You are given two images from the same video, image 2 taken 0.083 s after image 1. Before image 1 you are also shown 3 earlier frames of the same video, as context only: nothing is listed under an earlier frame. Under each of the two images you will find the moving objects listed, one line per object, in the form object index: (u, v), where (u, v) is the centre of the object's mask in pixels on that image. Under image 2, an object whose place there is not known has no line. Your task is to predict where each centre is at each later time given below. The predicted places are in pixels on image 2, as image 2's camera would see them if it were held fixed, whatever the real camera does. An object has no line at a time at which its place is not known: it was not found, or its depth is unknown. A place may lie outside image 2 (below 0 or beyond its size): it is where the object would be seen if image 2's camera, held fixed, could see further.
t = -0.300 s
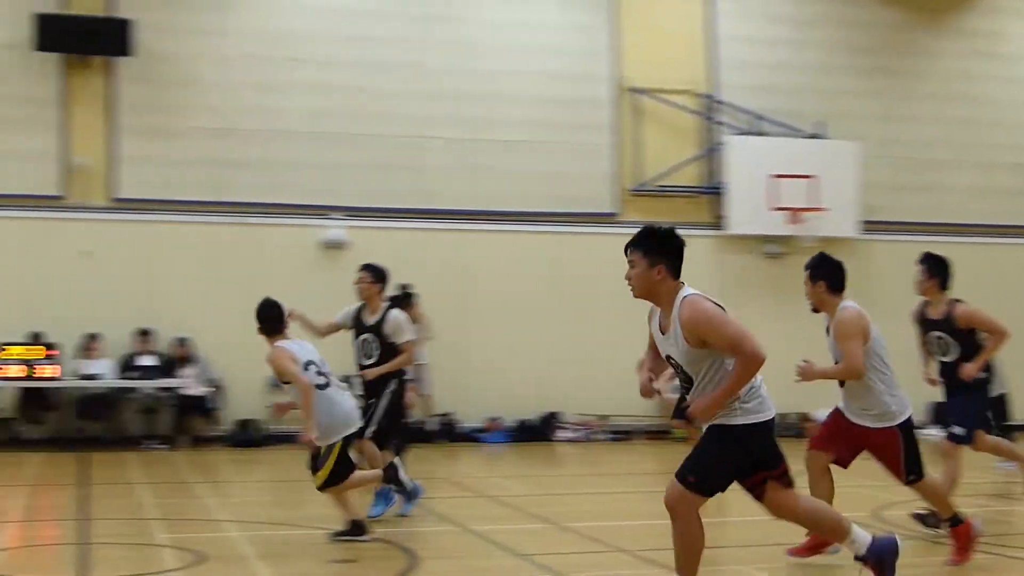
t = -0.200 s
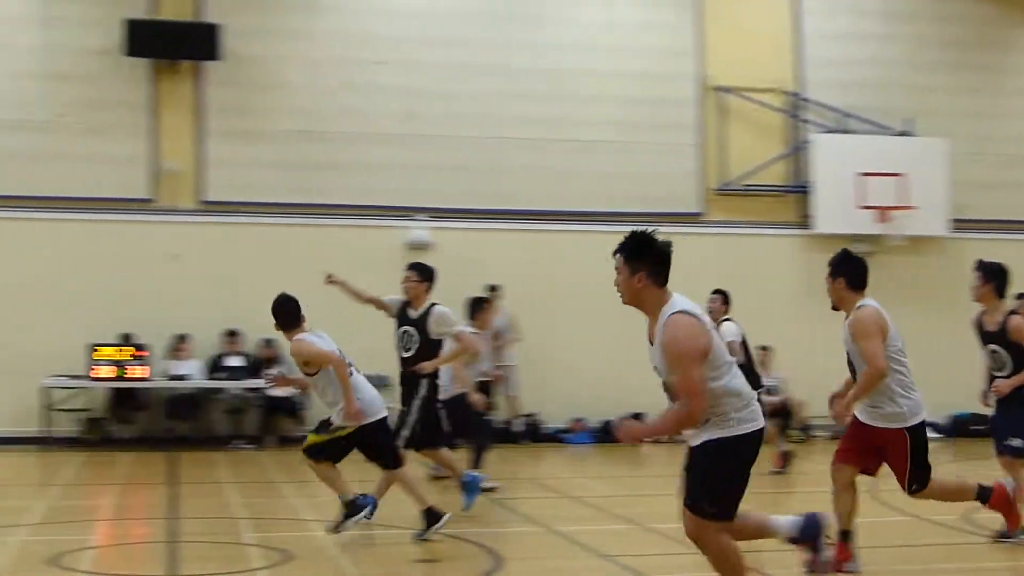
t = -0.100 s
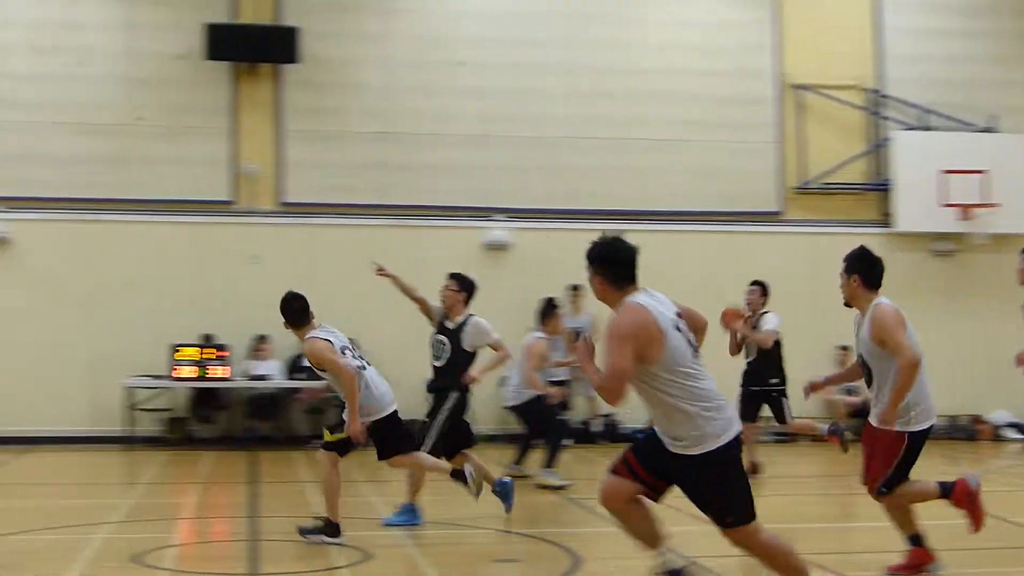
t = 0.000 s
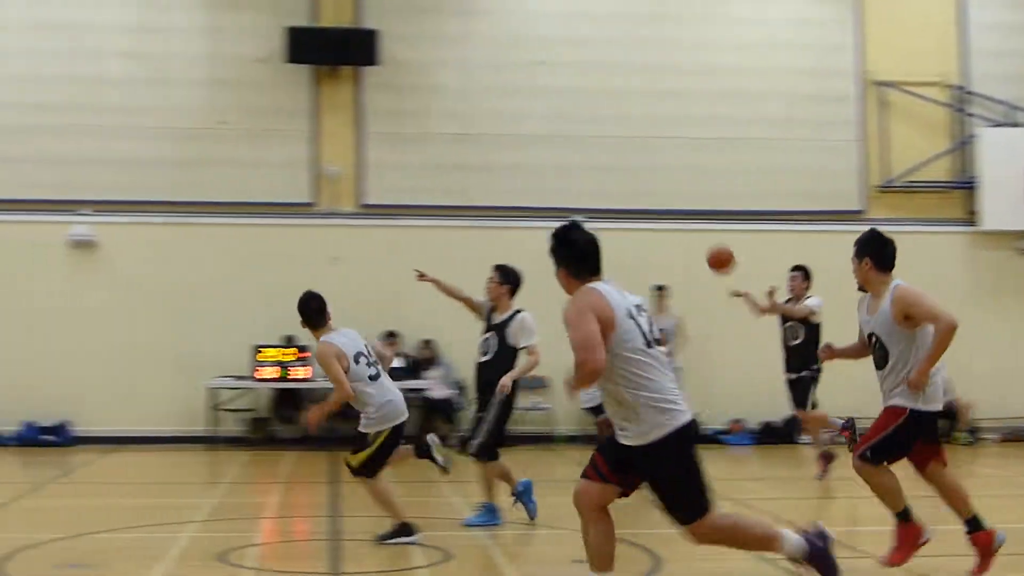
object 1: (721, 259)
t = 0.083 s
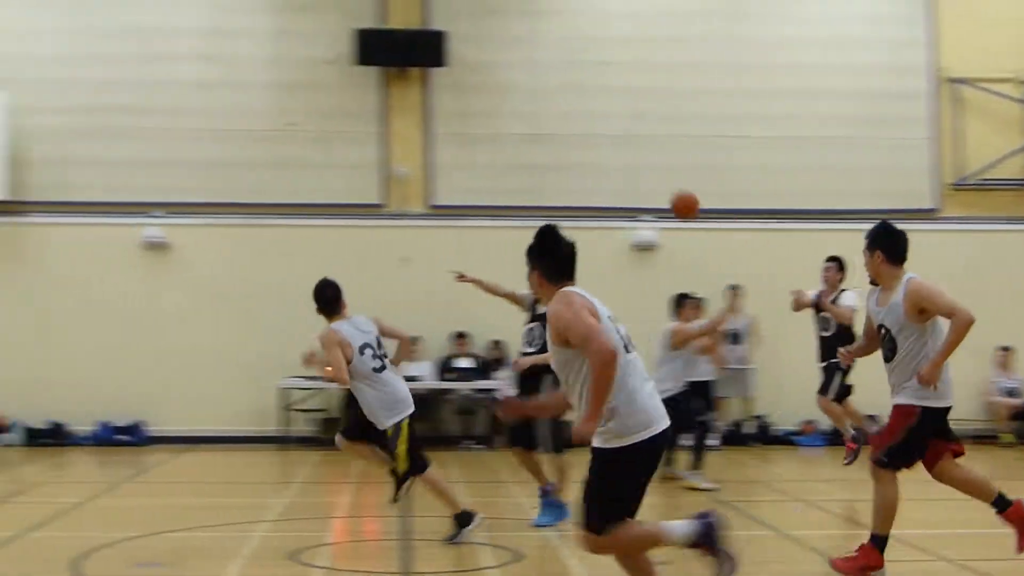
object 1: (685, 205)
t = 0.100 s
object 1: (660, 194)
